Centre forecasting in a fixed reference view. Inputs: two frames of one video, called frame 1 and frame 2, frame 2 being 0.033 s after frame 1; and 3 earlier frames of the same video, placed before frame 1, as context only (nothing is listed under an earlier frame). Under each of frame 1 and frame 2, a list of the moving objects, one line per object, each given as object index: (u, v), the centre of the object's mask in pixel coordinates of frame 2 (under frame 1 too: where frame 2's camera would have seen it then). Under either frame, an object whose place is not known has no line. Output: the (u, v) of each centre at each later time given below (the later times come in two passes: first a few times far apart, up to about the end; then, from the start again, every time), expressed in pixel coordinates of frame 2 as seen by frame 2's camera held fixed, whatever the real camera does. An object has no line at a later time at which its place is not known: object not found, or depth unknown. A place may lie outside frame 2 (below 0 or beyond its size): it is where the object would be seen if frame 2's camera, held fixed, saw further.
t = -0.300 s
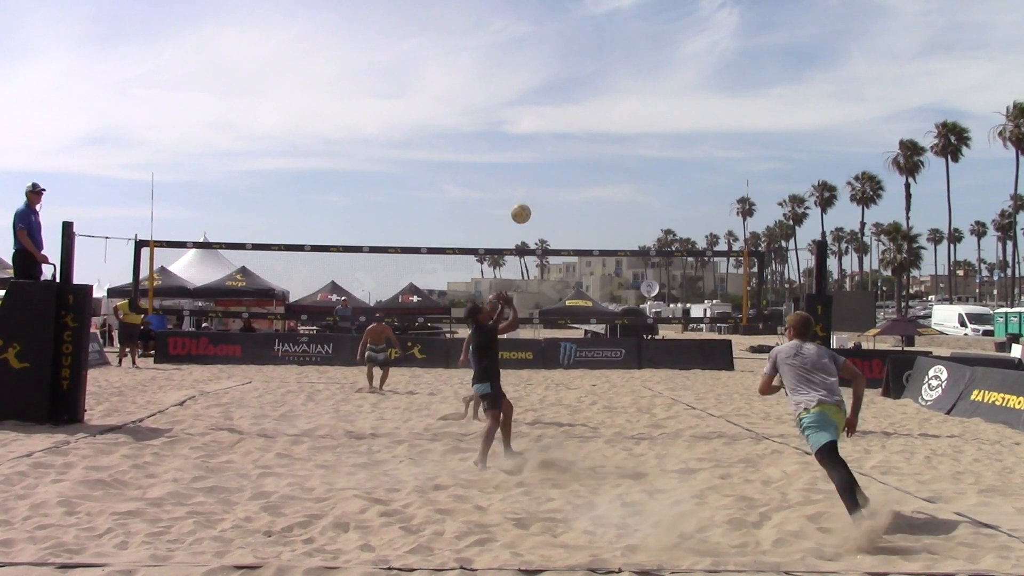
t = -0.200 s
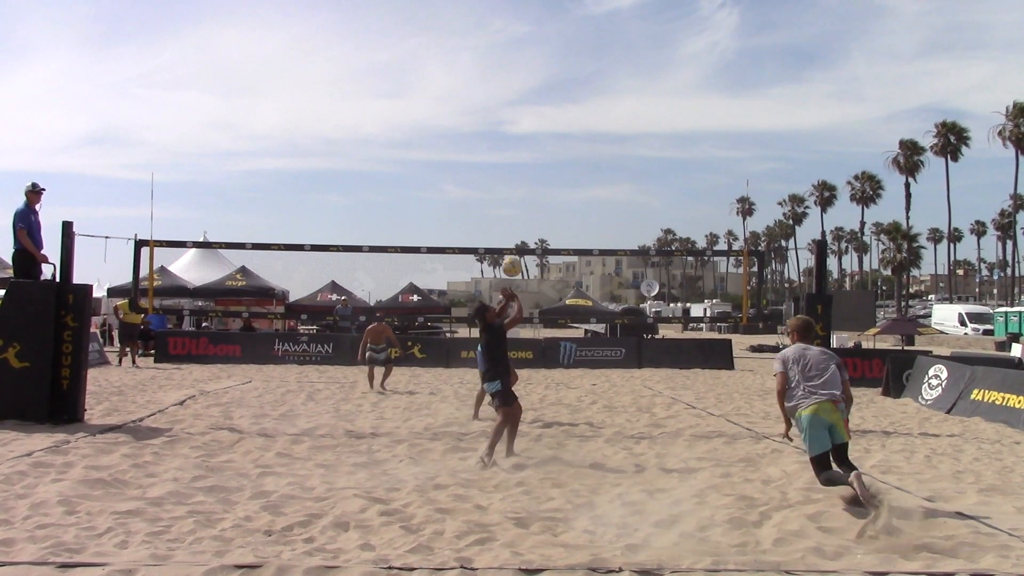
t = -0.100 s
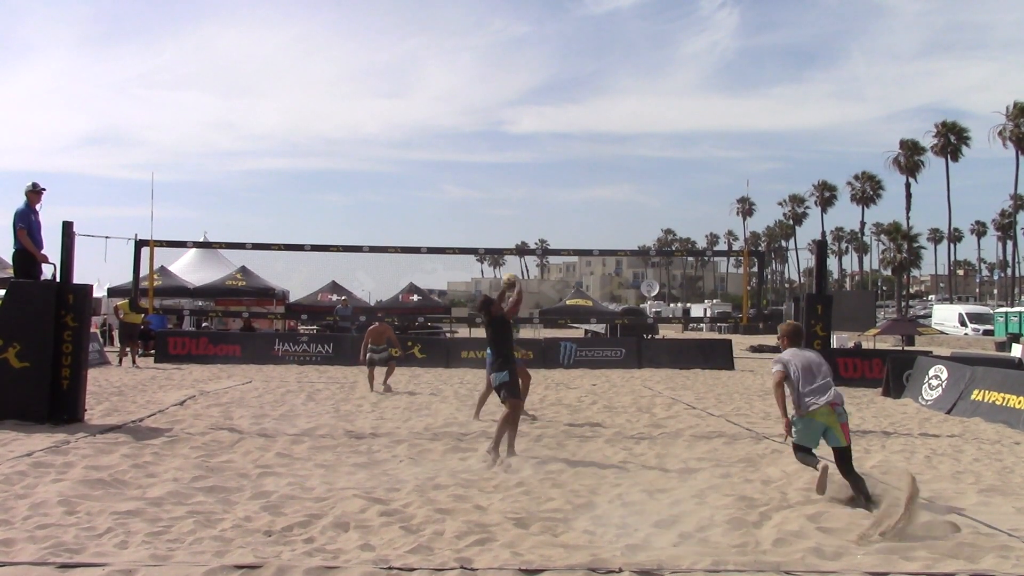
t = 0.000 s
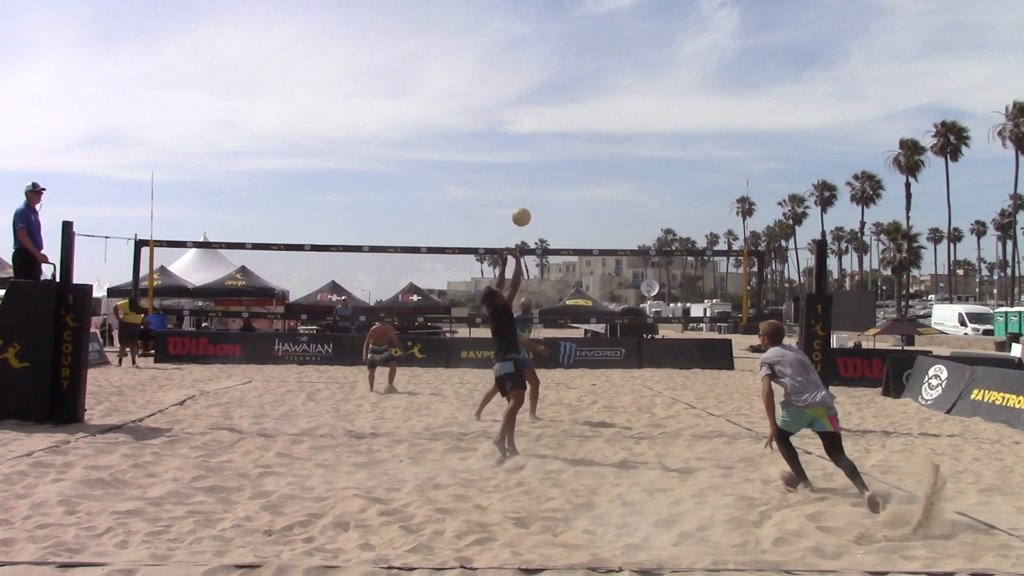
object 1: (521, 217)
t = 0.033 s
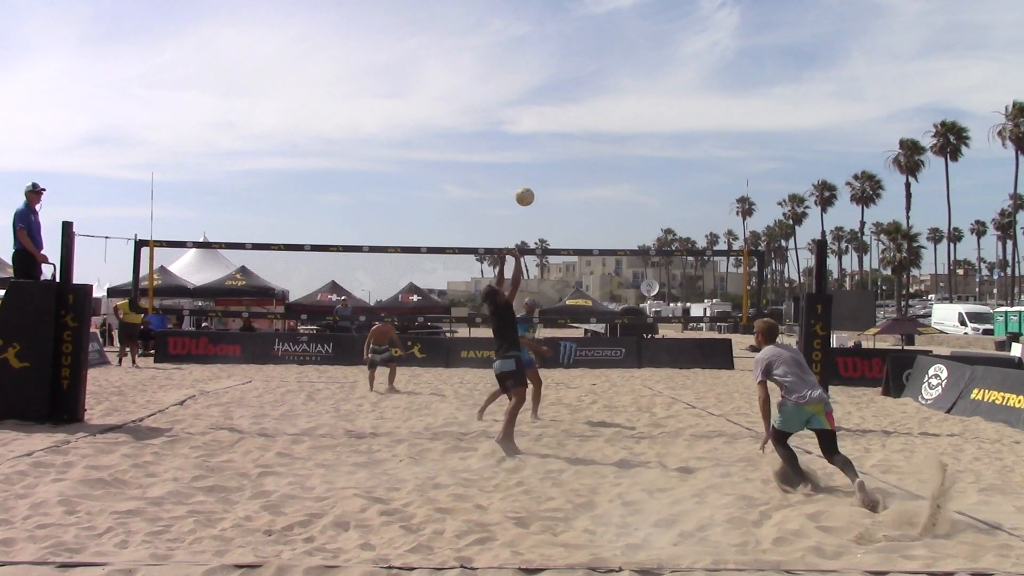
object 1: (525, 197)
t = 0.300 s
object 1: (552, 77)
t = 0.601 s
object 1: (578, 20)
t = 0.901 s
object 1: (600, 36)
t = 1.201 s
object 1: (620, 116)
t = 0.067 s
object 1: (528, 178)
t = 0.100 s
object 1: (532, 160)
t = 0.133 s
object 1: (535, 143)
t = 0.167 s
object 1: (539, 127)
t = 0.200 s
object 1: (542, 113)
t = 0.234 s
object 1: (545, 100)
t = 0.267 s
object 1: (548, 88)
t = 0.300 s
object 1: (552, 77)
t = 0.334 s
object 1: (555, 67)
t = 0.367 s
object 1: (558, 57)
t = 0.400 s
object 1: (561, 49)
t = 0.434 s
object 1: (564, 42)
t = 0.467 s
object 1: (567, 35)
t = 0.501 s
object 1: (570, 30)
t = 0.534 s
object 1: (572, 26)
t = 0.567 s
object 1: (575, 23)
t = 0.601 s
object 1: (578, 20)
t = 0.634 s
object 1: (580, 18)
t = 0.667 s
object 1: (583, 17)
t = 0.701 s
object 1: (585, 17)
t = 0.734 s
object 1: (588, 18)
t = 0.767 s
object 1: (590, 21)
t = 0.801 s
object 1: (593, 24)
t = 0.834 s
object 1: (595, 27)
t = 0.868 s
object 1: (598, 31)
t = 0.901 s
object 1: (600, 36)
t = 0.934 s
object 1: (602, 42)
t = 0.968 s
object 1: (605, 48)
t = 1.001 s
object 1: (607, 56)
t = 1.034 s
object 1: (609, 64)
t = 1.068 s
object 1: (611, 73)
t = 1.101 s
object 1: (613, 83)
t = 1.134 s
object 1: (615, 93)
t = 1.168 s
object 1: (617, 104)
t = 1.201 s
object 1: (620, 116)
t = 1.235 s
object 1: (622, 128)
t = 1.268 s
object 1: (624, 141)
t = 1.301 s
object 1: (626, 155)
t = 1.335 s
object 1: (628, 170)
